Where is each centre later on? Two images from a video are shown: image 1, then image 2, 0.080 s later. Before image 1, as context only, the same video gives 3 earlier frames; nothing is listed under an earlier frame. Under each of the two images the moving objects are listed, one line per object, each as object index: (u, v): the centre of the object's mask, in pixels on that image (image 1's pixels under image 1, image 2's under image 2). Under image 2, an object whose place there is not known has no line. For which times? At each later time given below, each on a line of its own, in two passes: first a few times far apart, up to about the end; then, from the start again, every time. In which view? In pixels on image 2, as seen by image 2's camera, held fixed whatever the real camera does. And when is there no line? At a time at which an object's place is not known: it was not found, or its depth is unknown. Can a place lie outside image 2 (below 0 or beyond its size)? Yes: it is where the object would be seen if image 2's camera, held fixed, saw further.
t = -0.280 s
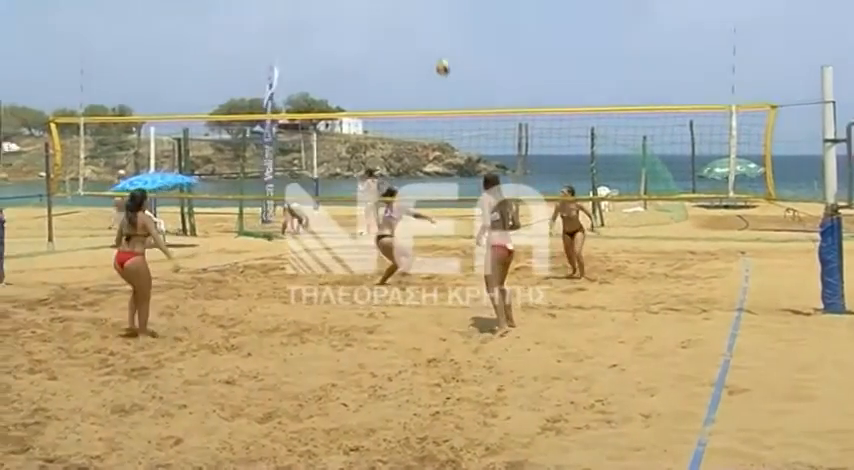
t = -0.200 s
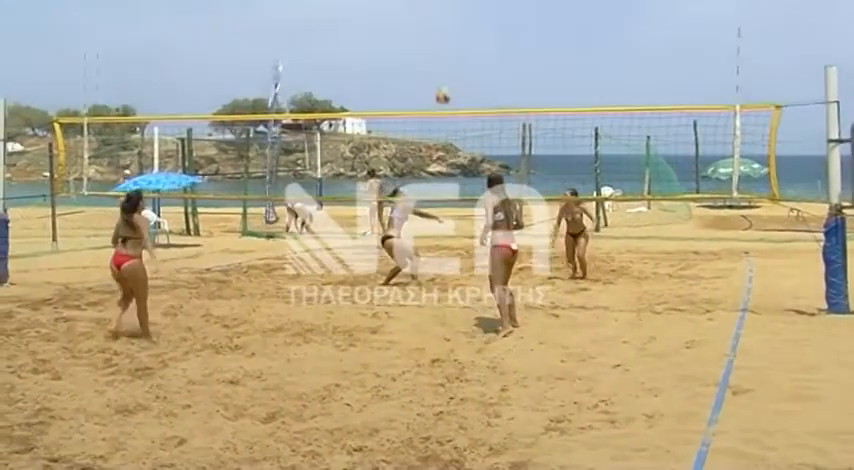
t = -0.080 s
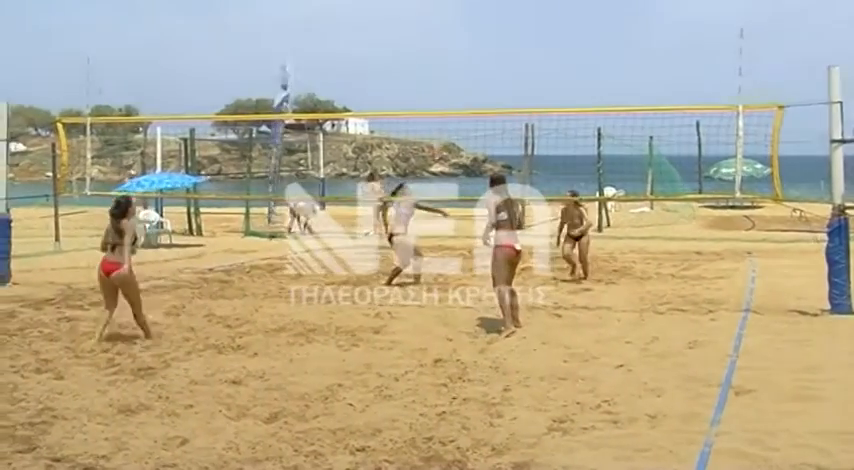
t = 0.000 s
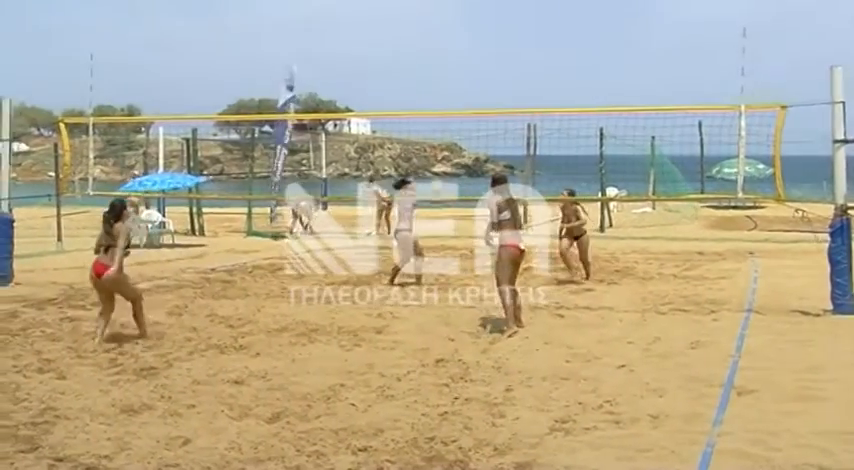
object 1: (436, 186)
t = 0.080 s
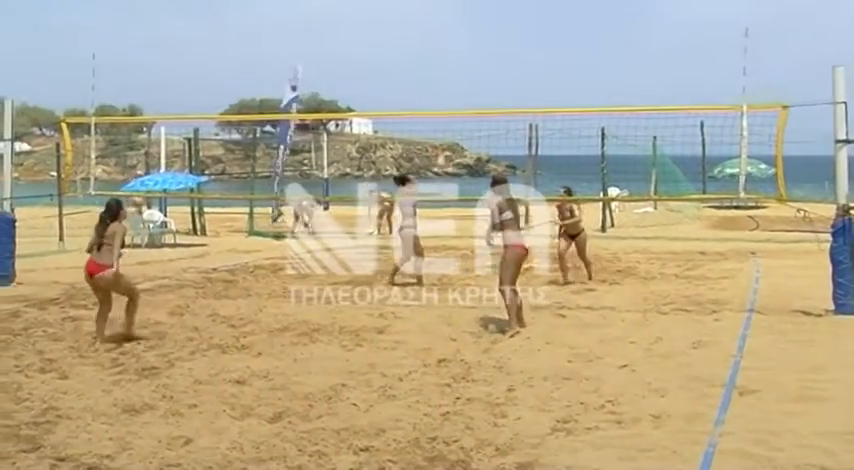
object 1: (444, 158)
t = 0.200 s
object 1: (449, 121)
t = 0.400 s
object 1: (463, 71)
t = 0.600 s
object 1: (478, 50)
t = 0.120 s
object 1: (444, 144)
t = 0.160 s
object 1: (446, 134)
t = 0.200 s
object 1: (449, 121)
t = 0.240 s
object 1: (452, 106)
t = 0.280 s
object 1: (455, 97)
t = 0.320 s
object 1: (458, 87)
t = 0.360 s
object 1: (461, 78)
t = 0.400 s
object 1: (463, 71)
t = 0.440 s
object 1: (466, 64)
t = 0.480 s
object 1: (470, 59)
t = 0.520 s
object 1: (473, 55)
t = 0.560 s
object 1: (475, 52)
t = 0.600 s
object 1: (478, 50)
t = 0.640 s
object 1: (481, 50)
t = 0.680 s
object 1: (484, 50)
